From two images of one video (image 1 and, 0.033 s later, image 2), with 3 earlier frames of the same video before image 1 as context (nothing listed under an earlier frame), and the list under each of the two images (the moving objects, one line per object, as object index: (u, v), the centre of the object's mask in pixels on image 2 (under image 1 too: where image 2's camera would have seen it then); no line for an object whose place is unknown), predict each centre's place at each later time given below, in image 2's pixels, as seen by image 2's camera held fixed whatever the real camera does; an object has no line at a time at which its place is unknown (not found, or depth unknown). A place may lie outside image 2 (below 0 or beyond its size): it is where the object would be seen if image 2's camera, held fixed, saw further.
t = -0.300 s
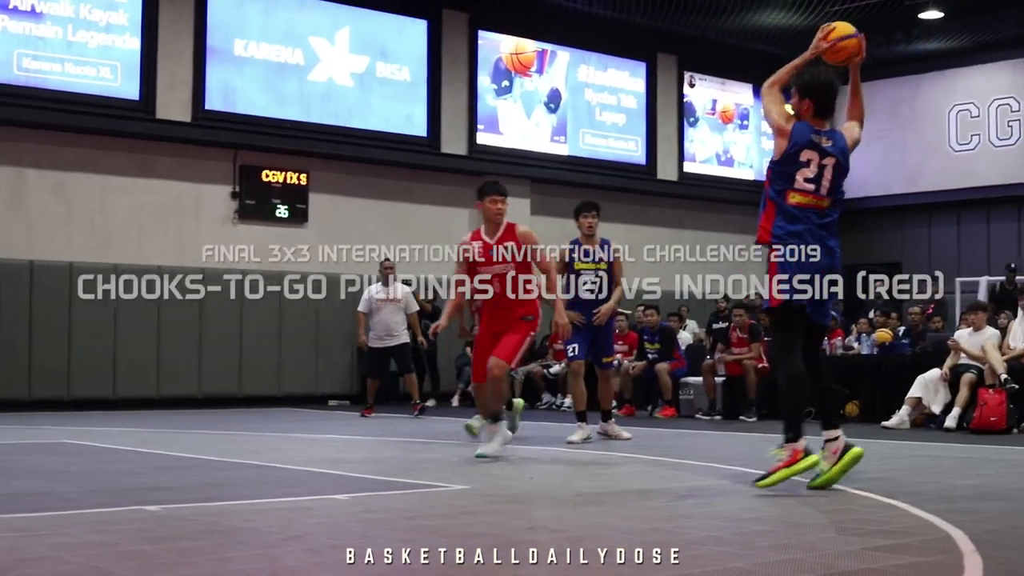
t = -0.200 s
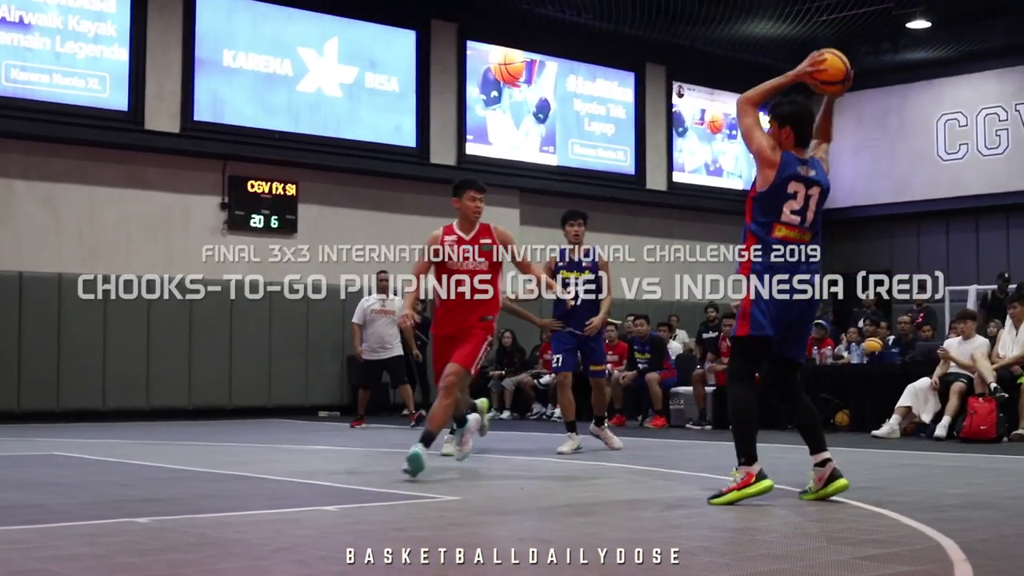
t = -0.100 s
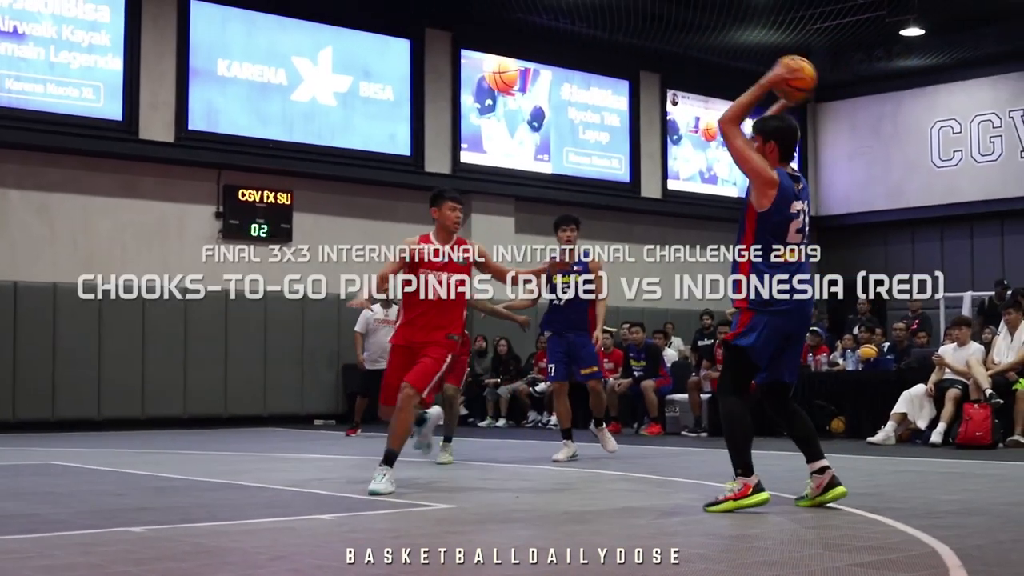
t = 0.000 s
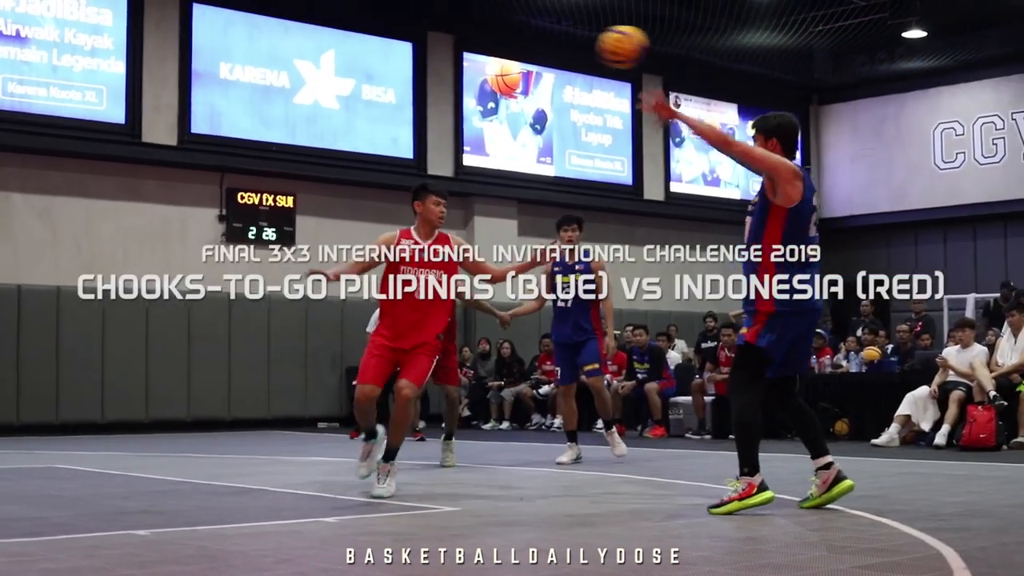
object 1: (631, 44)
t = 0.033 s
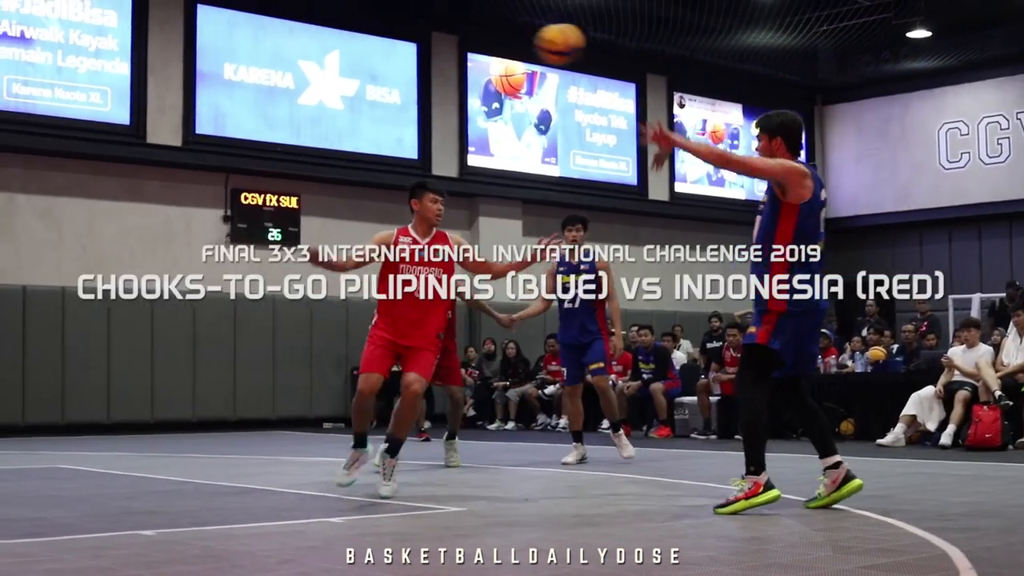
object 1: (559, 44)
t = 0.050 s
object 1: (526, 43)
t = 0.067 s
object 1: (493, 41)
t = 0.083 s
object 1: (462, 42)
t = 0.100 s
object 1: (431, 44)
